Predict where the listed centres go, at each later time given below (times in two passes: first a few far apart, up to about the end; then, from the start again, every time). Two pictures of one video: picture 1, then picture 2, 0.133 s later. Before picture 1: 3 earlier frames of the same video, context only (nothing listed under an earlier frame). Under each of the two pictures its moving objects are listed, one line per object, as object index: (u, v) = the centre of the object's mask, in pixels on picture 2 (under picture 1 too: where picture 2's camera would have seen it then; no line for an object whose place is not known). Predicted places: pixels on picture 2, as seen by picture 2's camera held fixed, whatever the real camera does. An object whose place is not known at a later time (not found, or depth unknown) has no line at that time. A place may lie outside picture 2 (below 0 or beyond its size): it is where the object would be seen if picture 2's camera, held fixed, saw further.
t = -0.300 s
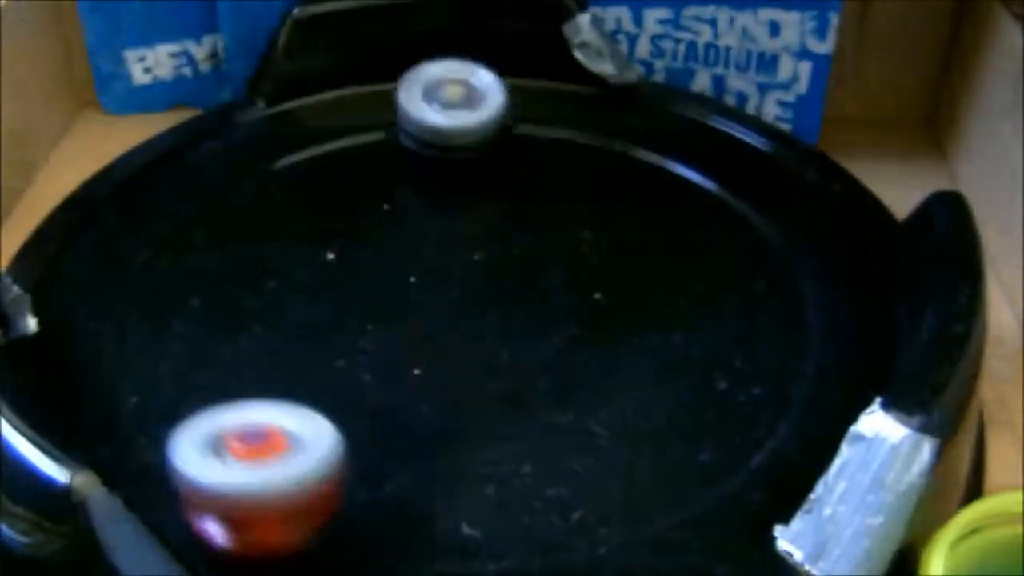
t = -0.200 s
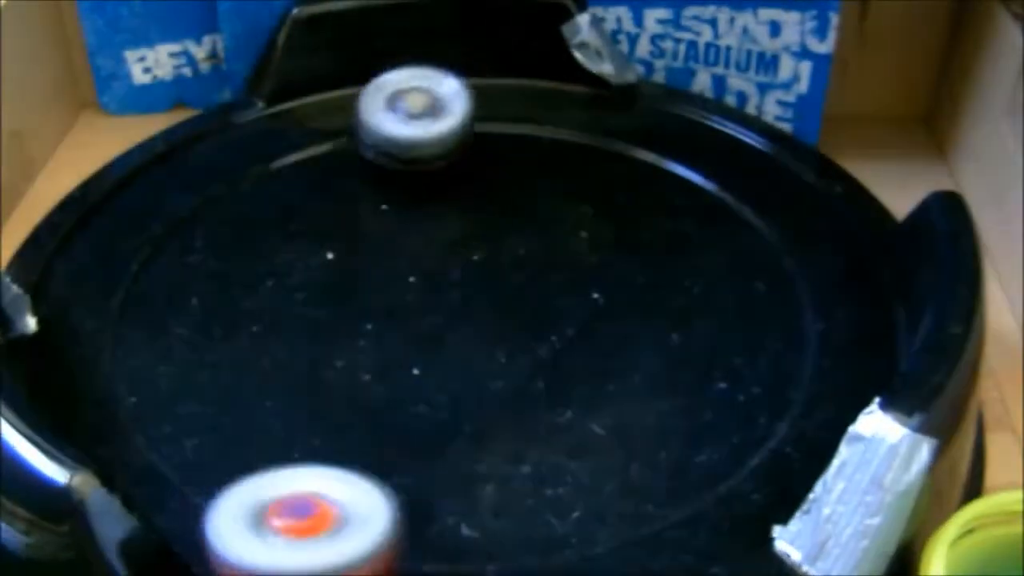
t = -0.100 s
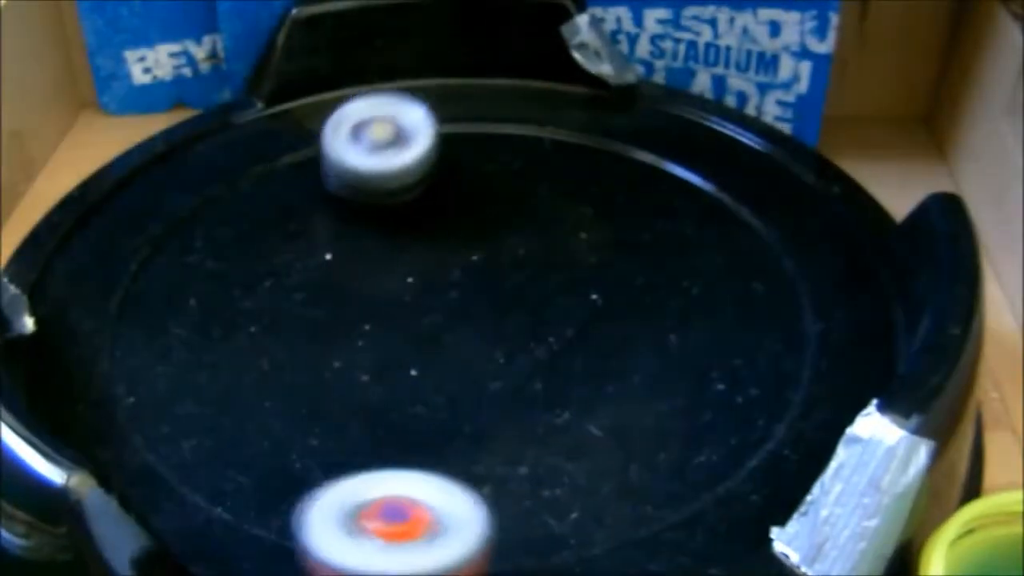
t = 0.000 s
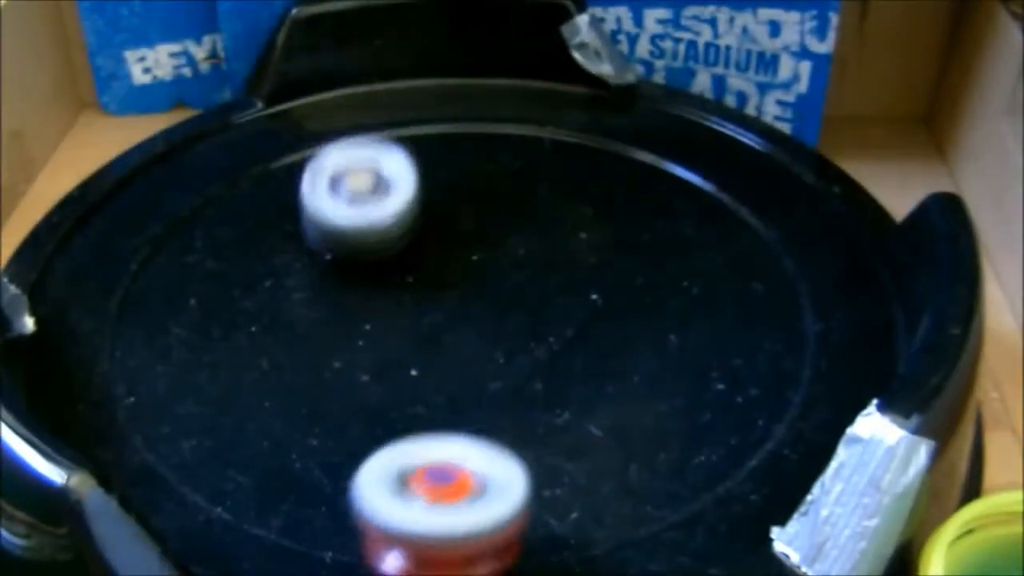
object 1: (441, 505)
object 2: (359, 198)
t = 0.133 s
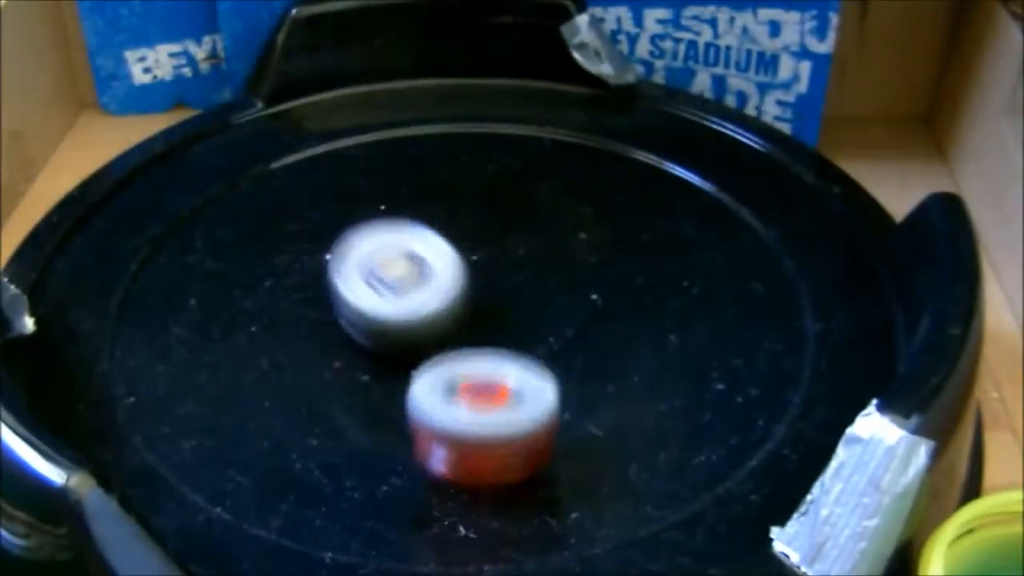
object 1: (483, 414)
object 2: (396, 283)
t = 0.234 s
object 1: (493, 376)
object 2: (463, 280)
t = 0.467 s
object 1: (454, 431)
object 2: (528, 188)
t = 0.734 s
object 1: (424, 332)
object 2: (444, 218)
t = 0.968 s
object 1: (159, 407)
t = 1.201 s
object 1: (296, 464)
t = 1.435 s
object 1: (450, 310)
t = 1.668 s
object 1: (93, 223)
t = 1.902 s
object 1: (143, 264)
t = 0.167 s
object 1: (483, 387)
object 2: (417, 293)
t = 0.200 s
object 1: (490, 382)
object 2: (441, 289)
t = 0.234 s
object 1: (493, 376)
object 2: (463, 280)
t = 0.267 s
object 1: (484, 370)
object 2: (485, 272)
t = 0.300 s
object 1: (467, 384)
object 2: (506, 257)
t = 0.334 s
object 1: (449, 398)
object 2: (523, 234)
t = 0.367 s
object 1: (440, 410)
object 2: (535, 218)
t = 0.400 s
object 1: (438, 419)
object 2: (538, 205)
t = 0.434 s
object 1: (444, 427)
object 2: (535, 195)
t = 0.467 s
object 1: (454, 431)
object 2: (528, 188)
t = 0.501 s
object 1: (469, 430)
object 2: (518, 183)
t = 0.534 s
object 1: (483, 423)
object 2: (506, 181)
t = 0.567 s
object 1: (493, 411)
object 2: (494, 181)
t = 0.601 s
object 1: (496, 396)
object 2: (482, 184)
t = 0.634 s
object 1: (489, 378)
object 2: (470, 190)
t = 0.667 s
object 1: (473, 360)
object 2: (459, 198)
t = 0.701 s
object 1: (451, 345)
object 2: (450, 208)
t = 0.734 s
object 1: (424, 332)
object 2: (444, 218)
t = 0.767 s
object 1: (393, 322)
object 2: (444, 226)
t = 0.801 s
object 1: (351, 319)
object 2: (448, 239)
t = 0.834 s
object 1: (292, 330)
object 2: (466, 243)
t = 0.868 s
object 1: (239, 345)
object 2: (488, 244)
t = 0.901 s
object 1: (195, 364)
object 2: (505, 246)
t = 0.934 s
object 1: (161, 385)
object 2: (517, 249)
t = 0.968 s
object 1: (159, 407)
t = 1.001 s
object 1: (175, 432)
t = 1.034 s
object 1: (185, 453)
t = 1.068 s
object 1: (192, 468)
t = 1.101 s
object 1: (210, 475)
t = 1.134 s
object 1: (236, 475)
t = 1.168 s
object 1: (264, 471)
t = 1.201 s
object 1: (296, 464)
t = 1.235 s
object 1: (333, 453)
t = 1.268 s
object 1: (369, 438)
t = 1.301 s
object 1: (402, 418)
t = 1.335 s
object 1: (430, 395)
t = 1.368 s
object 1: (447, 368)
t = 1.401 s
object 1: (455, 339)
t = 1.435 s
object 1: (450, 310)
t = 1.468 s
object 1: (388, 282)
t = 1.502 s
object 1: (321, 258)
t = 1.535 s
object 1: (260, 236)
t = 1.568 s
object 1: (205, 221)
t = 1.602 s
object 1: (157, 211)
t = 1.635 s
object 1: (122, 216)
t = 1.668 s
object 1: (93, 223)
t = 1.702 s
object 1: (66, 224)
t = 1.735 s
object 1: (57, 229)
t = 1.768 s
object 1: (65, 241)
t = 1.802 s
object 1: (83, 252)
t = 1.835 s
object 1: (104, 257)
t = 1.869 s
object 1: (122, 259)
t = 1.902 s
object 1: (143, 264)
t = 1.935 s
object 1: (163, 265)
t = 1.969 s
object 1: (183, 262)
